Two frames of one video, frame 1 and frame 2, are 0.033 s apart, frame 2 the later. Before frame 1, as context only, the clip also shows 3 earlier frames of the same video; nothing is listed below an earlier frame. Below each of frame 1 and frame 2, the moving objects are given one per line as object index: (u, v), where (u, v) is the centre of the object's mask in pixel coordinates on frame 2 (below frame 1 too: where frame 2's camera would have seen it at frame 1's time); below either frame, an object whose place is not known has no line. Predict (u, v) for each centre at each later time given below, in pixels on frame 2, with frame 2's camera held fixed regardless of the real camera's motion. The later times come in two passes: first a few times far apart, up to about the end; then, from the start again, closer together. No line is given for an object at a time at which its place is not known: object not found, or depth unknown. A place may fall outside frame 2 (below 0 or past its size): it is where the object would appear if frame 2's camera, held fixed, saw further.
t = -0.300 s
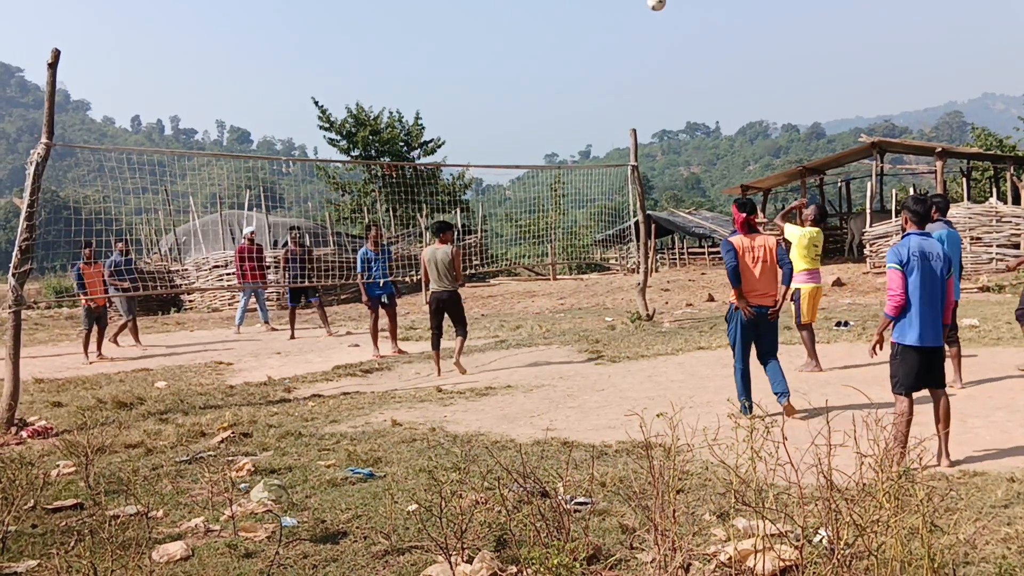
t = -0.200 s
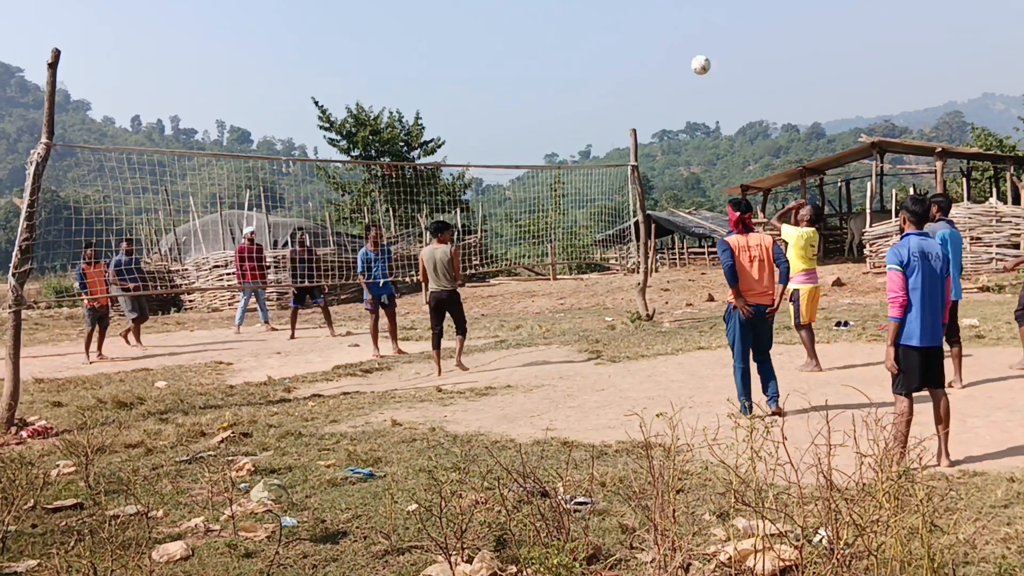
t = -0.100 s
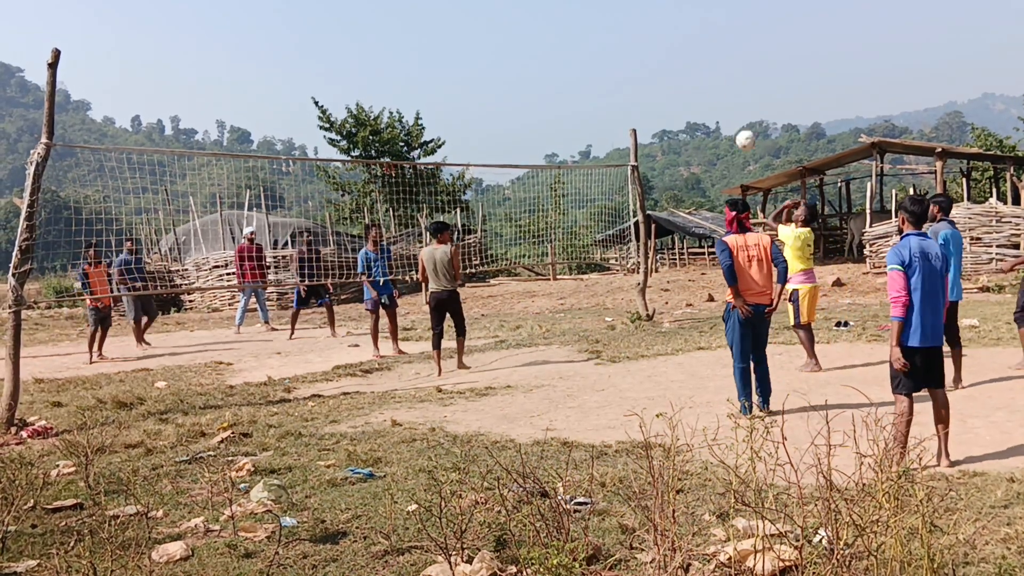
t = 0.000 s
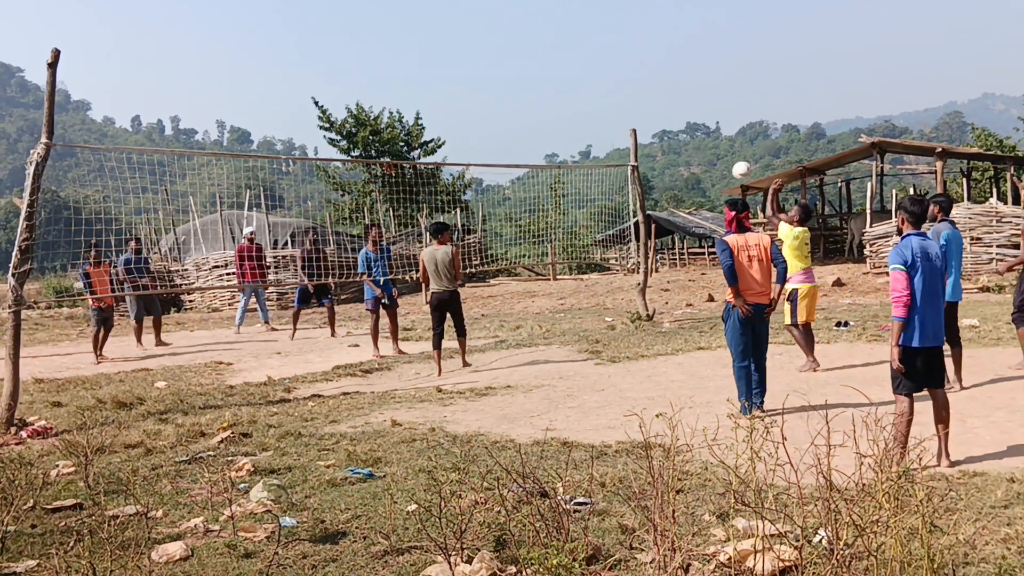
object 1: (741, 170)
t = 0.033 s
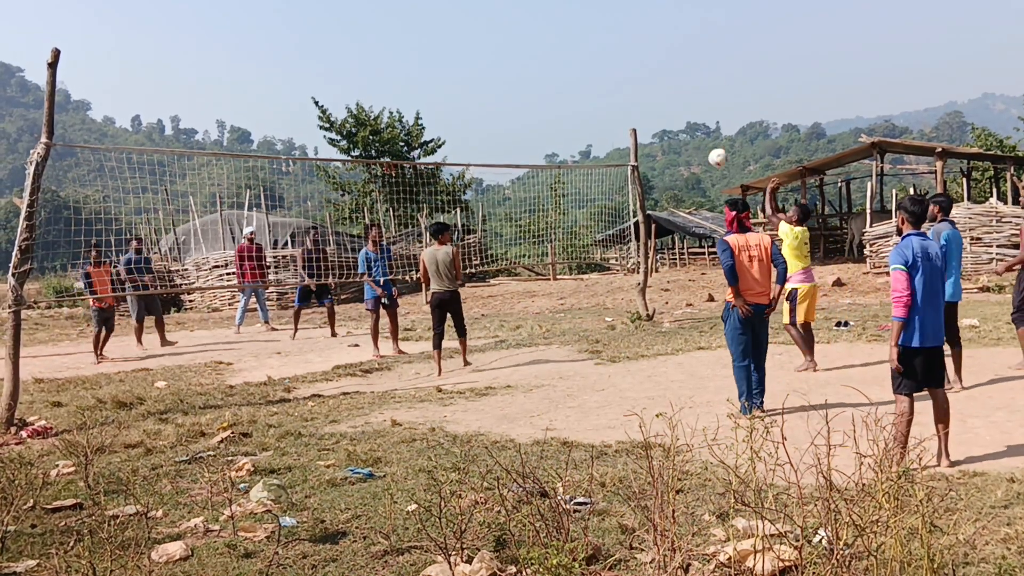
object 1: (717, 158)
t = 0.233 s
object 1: (588, 111)
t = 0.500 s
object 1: (446, 112)
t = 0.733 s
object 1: (345, 159)
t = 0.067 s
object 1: (694, 146)
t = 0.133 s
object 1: (650, 129)
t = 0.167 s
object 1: (628, 122)
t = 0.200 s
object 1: (608, 116)
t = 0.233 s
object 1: (588, 111)
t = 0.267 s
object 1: (568, 107)
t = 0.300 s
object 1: (549, 105)
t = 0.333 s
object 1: (530, 104)
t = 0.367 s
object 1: (512, 104)
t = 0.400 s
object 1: (495, 104)
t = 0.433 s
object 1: (478, 106)
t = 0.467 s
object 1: (462, 108)
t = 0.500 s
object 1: (446, 112)
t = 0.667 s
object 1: (372, 142)
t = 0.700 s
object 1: (358, 151)
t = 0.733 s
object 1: (345, 159)
